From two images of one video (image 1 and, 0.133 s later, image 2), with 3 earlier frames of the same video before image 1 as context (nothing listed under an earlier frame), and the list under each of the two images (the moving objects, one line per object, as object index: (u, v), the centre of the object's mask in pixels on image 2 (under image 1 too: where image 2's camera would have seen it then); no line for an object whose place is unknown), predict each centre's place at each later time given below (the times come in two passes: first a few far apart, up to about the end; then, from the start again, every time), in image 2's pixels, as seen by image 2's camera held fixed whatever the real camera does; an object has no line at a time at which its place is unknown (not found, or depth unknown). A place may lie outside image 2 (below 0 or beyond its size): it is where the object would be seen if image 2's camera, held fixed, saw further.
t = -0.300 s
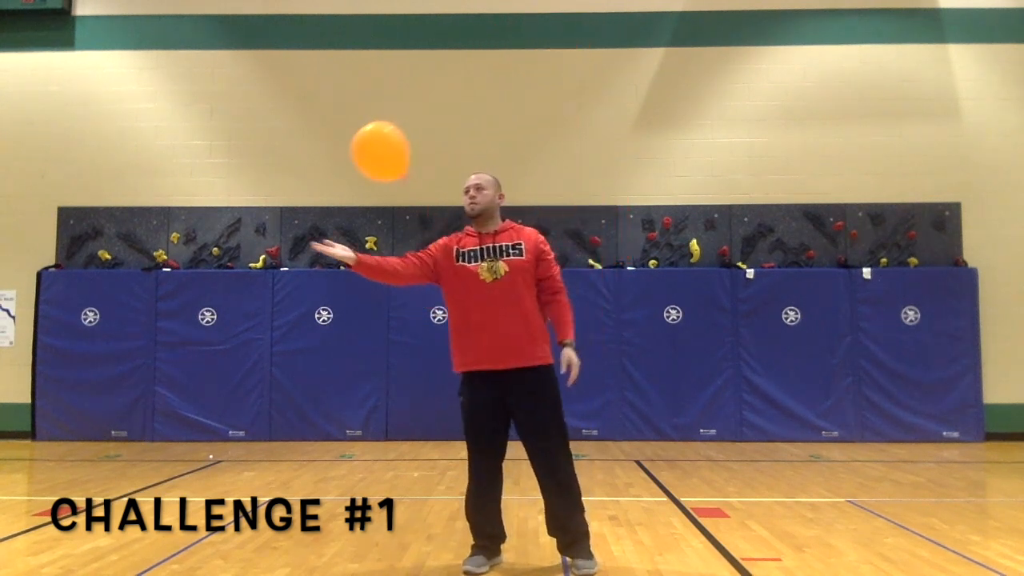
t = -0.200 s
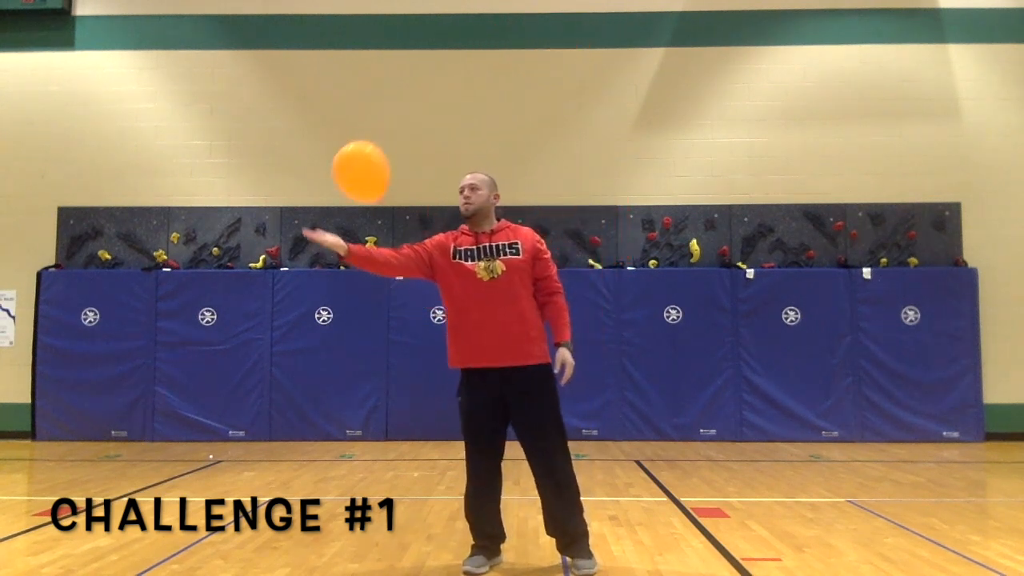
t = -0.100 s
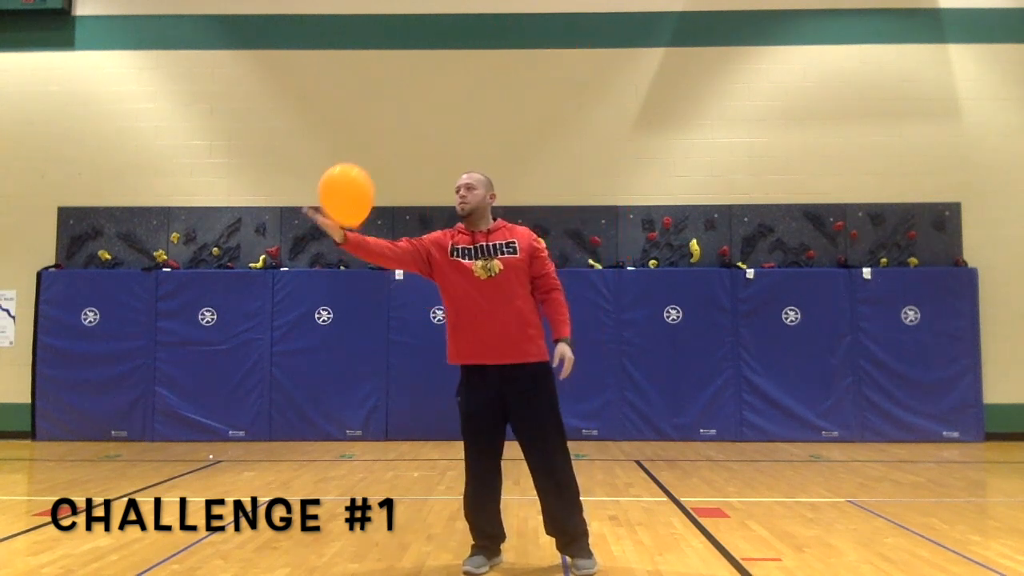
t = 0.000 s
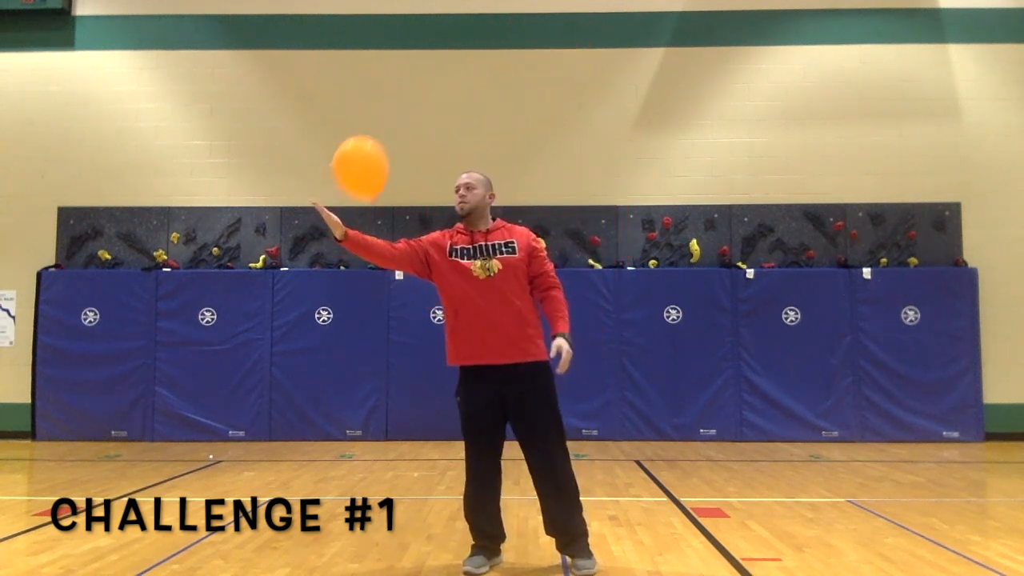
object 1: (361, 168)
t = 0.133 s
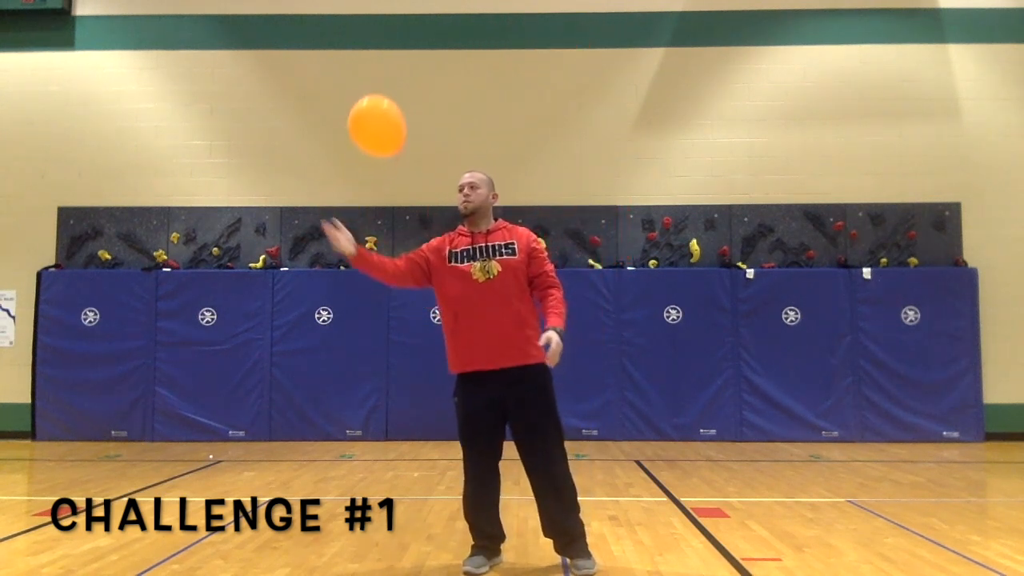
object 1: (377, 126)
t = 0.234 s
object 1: (386, 101)
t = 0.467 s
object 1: (401, 67)
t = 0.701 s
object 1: (409, 59)
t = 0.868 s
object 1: (411, 69)
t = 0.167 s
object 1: (380, 117)
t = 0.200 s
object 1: (383, 109)
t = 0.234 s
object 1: (386, 101)
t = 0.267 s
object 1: (389, 95)
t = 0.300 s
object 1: (391, 89)
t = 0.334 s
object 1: (394, 83)
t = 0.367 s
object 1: (396, 78)
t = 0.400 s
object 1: (398, 74)
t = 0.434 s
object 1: (399, 70)
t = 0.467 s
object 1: (401, 67)
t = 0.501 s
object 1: (403, 64)
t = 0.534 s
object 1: (404, 62)
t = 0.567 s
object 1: (405, 60)
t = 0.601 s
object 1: (406, 59)
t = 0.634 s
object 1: (407, 58)
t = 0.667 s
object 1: (408, 58)
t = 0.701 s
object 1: (409, 59)
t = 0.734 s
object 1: (410, 60)
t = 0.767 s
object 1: (411, 62)
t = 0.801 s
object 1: (411, 64)
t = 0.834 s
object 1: (411, 66)
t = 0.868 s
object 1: (411, 69)
